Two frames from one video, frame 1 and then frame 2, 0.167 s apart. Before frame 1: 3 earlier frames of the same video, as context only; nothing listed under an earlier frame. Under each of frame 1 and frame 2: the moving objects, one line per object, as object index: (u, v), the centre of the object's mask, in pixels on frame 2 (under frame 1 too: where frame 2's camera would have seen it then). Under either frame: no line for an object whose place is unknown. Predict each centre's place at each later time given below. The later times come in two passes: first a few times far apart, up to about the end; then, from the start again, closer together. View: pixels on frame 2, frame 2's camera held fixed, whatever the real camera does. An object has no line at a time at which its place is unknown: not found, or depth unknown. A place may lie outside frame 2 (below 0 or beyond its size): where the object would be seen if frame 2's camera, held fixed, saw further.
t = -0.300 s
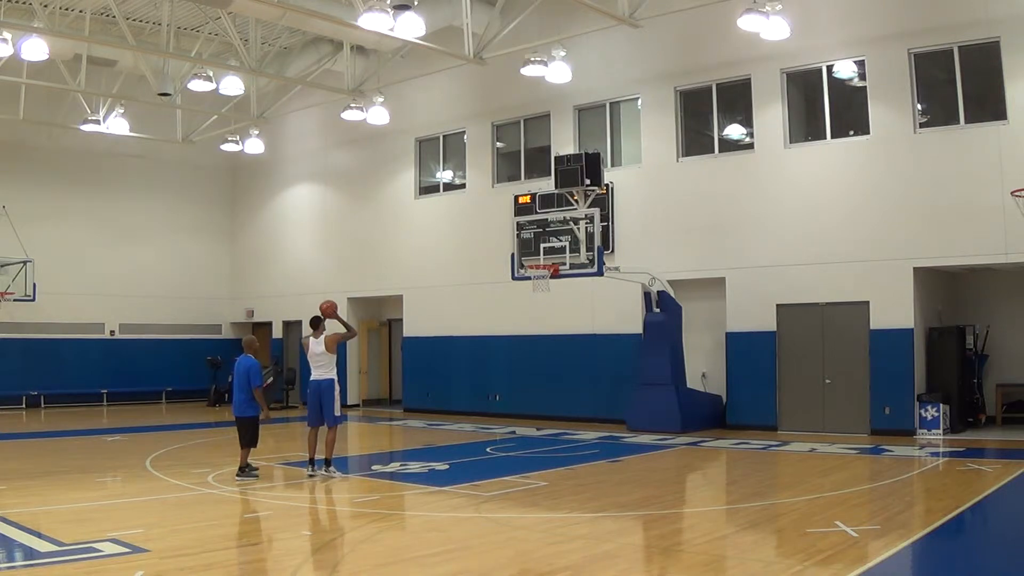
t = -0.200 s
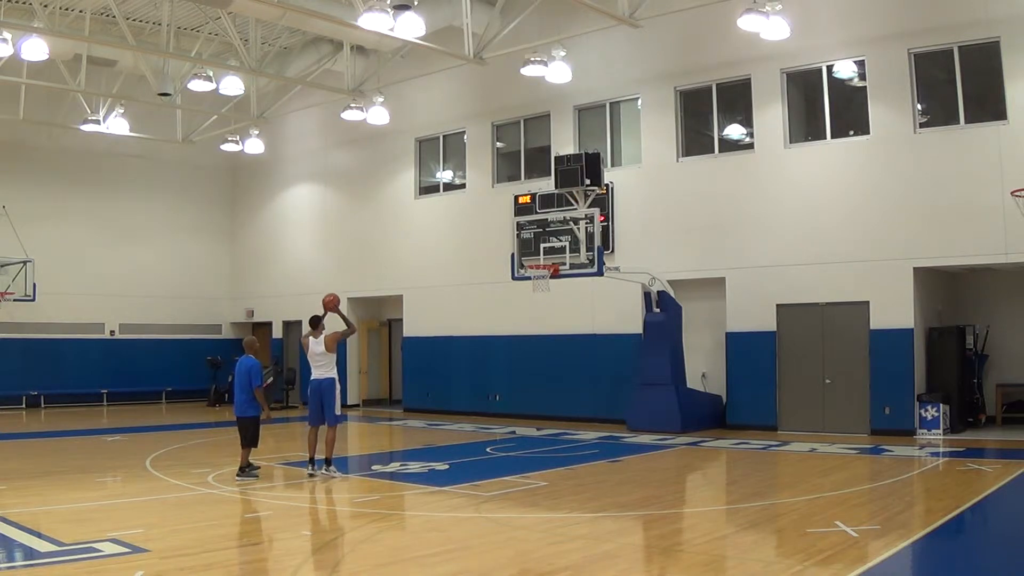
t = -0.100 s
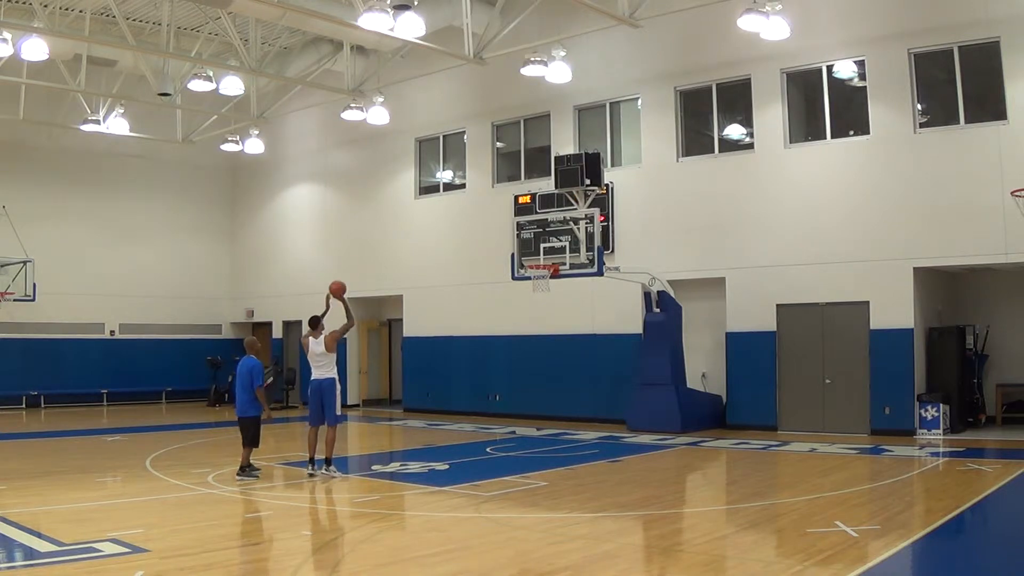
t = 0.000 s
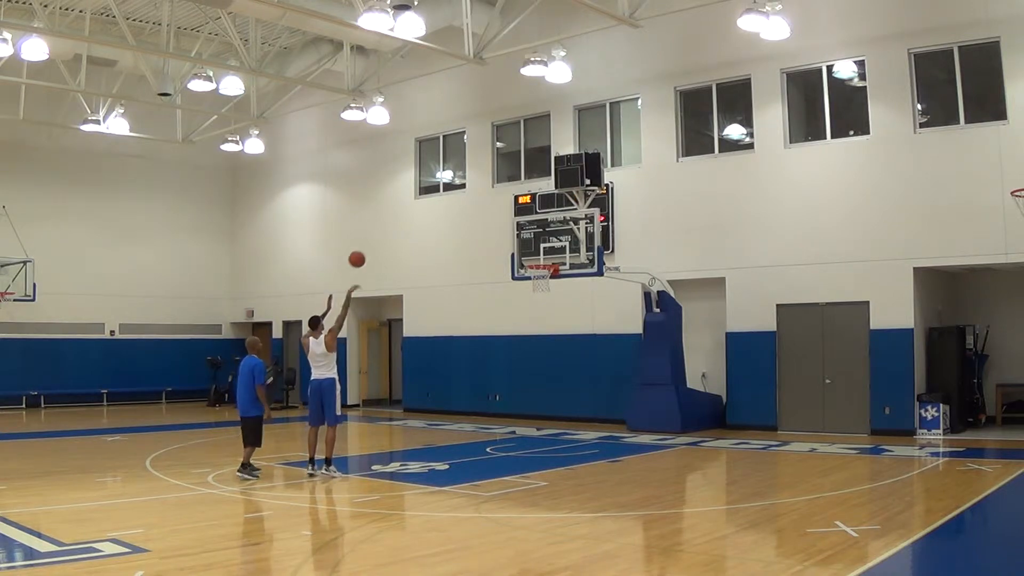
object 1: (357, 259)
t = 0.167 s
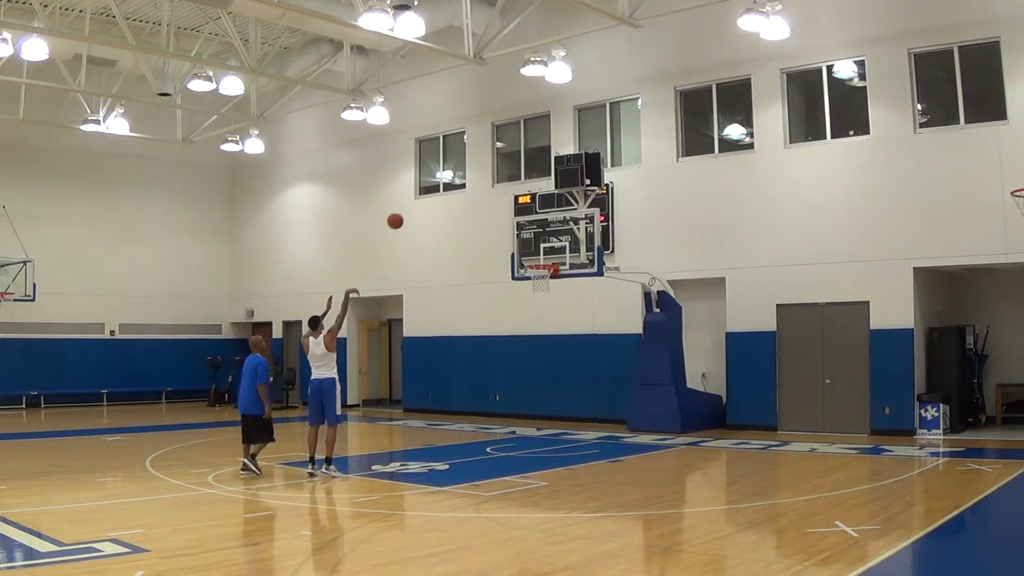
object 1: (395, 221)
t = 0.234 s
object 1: (409, 211)
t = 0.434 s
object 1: (450, 201)
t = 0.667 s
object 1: (494, 220)
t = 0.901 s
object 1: (530, 254)
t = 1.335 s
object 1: (545, 250)
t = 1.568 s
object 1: (536, 279)
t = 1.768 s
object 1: (535, 314)
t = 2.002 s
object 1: (534, 383)
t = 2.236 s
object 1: (535, 419)
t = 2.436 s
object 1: (539, 373)
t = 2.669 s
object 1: (544, 349)
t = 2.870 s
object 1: (549, 354)
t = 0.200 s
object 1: (402, 215)
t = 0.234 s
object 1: (409, 211)
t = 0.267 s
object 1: (417, 208)
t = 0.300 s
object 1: (424, 205)
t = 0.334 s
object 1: (431, 203)
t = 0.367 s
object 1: (437, 202)
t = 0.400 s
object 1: (444, 201)
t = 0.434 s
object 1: (450, 201)
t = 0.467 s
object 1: (457, 202)
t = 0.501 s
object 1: (463, 204)
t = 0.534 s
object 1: (470, 206)
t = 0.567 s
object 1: (476, 208)
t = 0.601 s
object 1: (482, 212)
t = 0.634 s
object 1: (488, 216)
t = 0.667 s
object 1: (494, 220)
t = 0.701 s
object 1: (500, 226)
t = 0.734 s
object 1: (506, 232)
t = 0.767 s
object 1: (512, 238)
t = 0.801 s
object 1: (518, 245)
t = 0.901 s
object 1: (530, 254)
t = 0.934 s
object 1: (531, 251)
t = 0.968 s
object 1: (532, 248)
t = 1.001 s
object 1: (534, 245)
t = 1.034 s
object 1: (536, 244)
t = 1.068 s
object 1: (538, 243)
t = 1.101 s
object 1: (540, 242)
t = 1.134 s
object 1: (541, 242)
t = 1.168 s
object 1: (543, 243)
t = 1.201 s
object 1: (544, 243)
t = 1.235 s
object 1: (547, 247)
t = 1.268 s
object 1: (547, 248)
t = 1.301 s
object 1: (546, 249)
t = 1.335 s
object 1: (545, 250)
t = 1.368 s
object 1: (544, 253)
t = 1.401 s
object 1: (542, 255)
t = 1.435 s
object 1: (541, 259)
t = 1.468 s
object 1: (540, 261)
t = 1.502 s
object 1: (539, 267)
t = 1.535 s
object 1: (538, 271)
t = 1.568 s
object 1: (536, 279)
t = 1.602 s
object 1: (536, 283)
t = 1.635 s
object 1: (535, 289)
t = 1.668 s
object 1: (535, 294)
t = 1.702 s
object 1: (535, 300)
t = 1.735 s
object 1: (535, 307)
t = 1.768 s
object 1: (535, 314)
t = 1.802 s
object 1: (535, 322)
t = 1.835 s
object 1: (534, 331)
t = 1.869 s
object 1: (535, 340)
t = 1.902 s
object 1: (534, 349)
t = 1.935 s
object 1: (534, 360)
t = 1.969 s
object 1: (534, 372)
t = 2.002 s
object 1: (534, 383)
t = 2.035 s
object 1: (534, 396)
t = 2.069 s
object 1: (533, 408)
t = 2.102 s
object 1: (533, 423)
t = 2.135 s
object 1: (533, 437)
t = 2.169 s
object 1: (533, 440)
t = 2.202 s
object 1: (534, 431)
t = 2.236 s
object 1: (535, 419)
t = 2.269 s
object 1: (535, 410)
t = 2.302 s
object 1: (536, 401)
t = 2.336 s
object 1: (537, 393)
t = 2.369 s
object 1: (537, 386)
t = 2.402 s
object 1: (538, 379)
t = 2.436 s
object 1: (539, 373)
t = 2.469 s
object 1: (539, 368)
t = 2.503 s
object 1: (540, 363)
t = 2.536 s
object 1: (541, 359)
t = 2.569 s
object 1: (542, 355)
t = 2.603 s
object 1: (543, 353)
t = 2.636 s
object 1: (543, 351)
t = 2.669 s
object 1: (544, 349)
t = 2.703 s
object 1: (545, 349)
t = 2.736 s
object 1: (546, 348)
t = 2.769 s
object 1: (546, 349)
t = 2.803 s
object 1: (547, 350)
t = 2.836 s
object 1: (548, 352)
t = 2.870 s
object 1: (549, 354)
